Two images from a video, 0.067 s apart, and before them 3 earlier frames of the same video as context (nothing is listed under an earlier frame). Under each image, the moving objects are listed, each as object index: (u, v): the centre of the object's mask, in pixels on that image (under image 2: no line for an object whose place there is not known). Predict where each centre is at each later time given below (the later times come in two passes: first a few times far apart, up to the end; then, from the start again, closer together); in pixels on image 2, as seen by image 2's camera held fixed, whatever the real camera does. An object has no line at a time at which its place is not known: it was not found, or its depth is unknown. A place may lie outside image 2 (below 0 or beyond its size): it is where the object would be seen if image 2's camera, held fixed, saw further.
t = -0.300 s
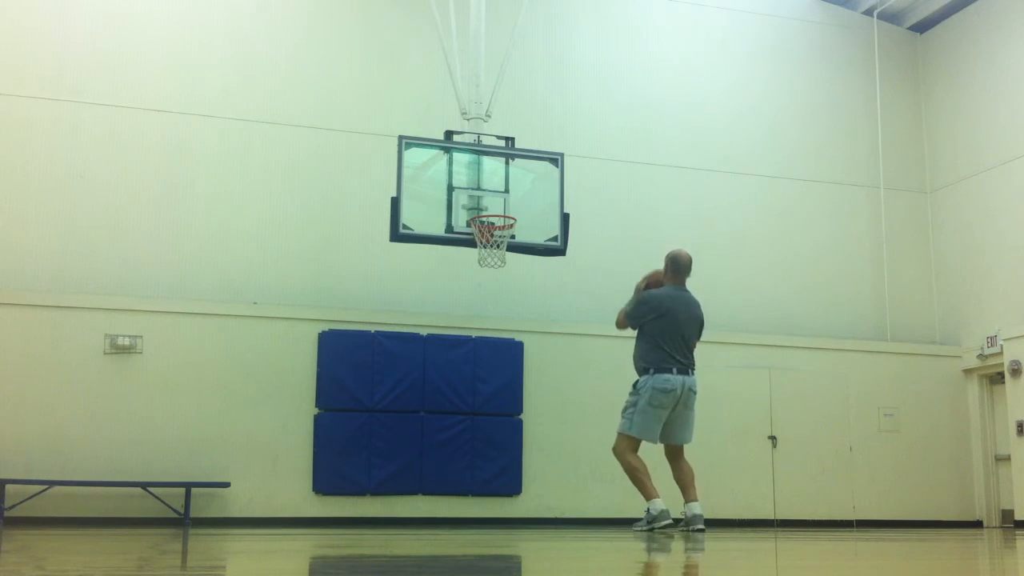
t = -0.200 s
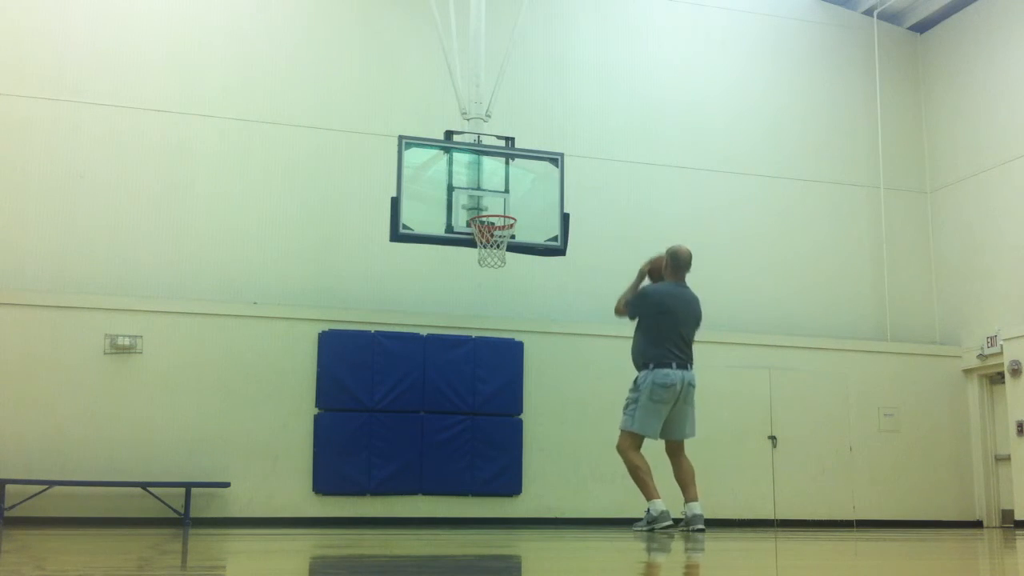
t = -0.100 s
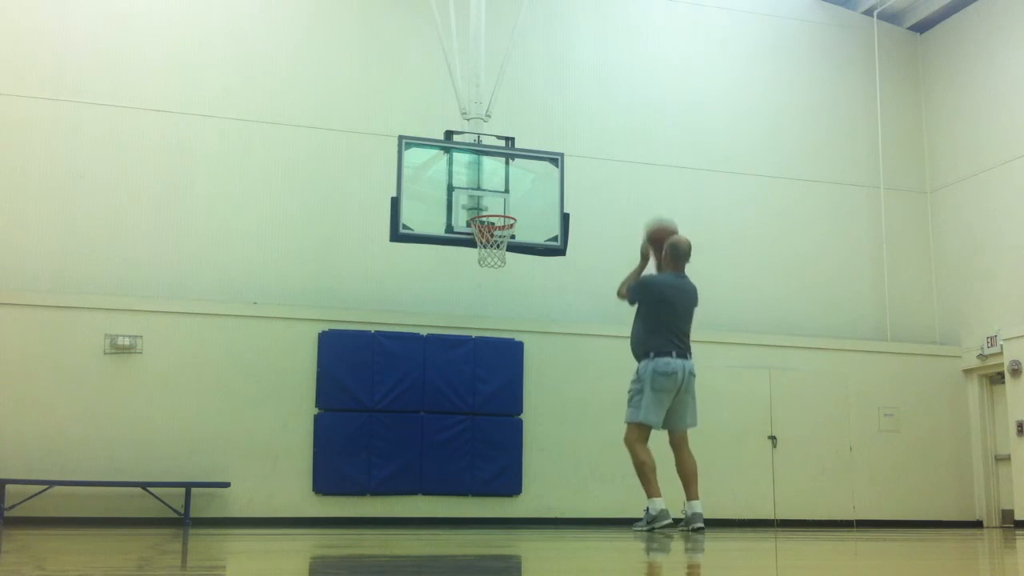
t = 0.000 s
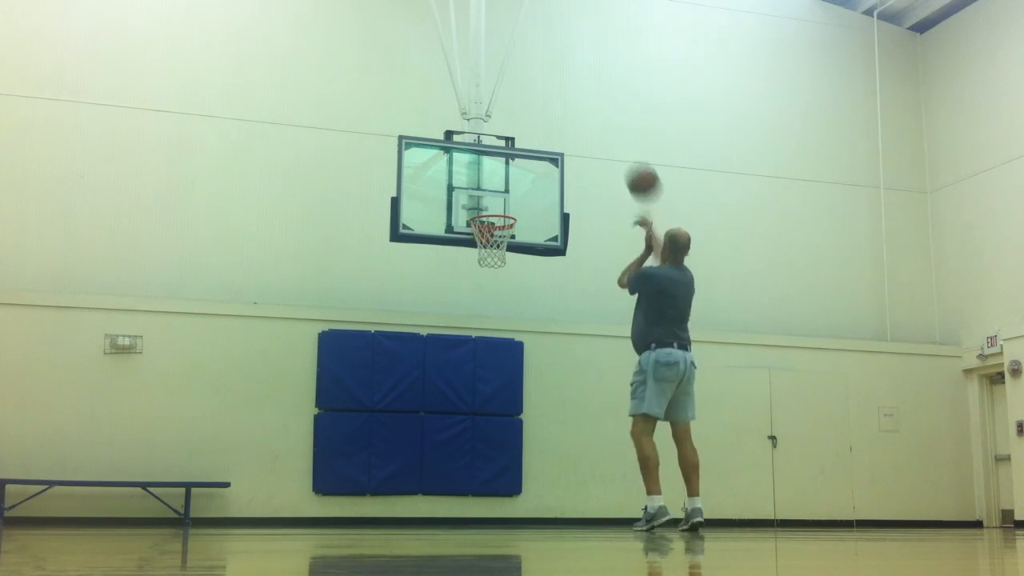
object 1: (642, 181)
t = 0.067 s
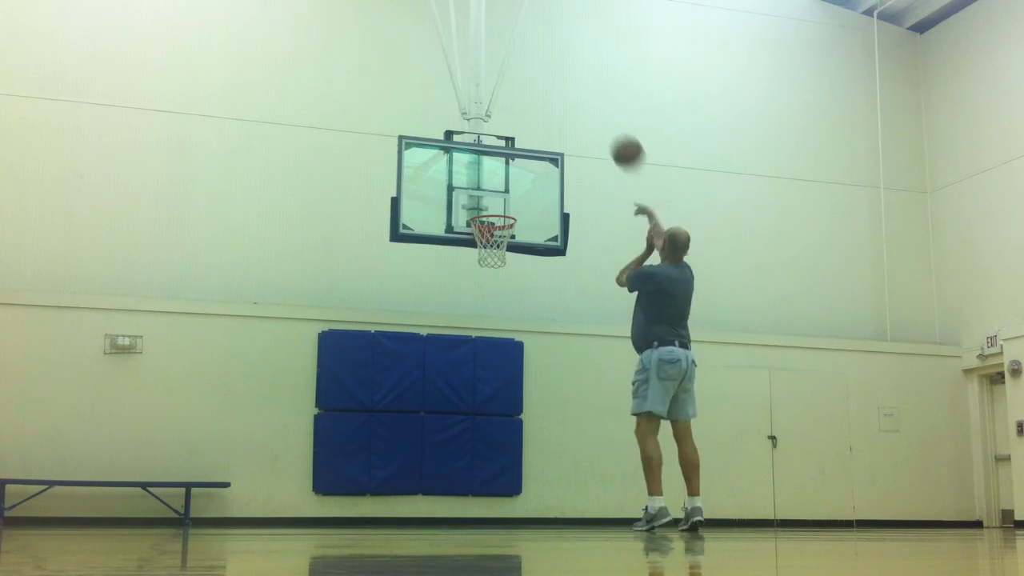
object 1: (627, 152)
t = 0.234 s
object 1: (592, 107)
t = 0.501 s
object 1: (548, 106)
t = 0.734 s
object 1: (517, 160)
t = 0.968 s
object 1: (495, 221)
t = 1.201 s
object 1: (489, 228)
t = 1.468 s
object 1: (501, 263)
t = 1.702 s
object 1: (498, 314)
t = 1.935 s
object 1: (496, 420)
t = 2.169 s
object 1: (491, 476)
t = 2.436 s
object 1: (477, 400)
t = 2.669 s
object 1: (465, 388)
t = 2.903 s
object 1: (451, 425)
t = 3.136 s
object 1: (437, 512)
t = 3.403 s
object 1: (431, 451)
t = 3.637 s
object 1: (425, 449)
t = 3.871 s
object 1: (417, 497)
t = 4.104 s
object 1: (411, 480)
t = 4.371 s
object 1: (404, 480)
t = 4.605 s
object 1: (397, 504)
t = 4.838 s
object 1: (392, 490)
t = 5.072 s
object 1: (386, 509)
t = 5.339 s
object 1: (380, 505)
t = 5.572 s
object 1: (376, 504)
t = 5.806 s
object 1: (371, 510)
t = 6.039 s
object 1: (366, 512)
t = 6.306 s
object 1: (360, 512)
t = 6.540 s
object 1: (355, 514)
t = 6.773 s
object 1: (350, 514)
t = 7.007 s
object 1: (345, 514)
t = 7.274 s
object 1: (340, 515)
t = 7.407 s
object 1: (336, 513)
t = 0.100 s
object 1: (619, 140)
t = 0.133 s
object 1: (612, 129)
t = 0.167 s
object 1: (606, 121)
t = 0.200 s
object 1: (599, 113)
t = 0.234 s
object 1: (592, 107)
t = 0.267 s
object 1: (586, 103)
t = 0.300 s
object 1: (580, 100)
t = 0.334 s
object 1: (574, 98)
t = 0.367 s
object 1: (569, 97)
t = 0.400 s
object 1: (564, 97)
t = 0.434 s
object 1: (558, 99)
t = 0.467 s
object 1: (553, 102)
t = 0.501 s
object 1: (548, 106)
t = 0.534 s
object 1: (543, 111)
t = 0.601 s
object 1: (534, 123)
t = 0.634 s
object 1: (530, 131)
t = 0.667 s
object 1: (526, 139)
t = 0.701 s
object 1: (522, 149)
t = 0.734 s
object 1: (517, 160)
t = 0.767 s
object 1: (513, 171)
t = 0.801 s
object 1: (509, 184)
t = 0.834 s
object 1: (505, 196)
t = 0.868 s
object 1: (502, 206)
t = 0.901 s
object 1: (500, 209)
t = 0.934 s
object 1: (497, 217)
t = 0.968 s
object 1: (495, 221)
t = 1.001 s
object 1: (494, 223)
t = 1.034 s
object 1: (489, 225)
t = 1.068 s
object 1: (488, 222)
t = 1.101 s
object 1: (486, 228)
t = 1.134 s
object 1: (487, 226)
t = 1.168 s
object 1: (488, 228)
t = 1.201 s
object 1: (489, 228)
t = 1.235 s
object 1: (490, 229)
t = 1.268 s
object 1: (491, 249)
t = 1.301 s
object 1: (495, 251)
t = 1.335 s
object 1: (497, 253)
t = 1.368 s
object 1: (499, 255)
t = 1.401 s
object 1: (500, 257)
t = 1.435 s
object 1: (501, 260)
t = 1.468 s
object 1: (501, 263)
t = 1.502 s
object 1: (501, 266)
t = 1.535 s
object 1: (500, 272)
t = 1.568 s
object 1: (499, 278)
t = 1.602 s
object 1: (499, 285)
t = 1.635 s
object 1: (499, 294)
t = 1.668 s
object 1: (499, 303)
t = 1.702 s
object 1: (498, 314)
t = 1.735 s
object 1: (498, 324)
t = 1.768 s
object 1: (497, 338)
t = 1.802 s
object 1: (497, 352)
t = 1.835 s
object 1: (497, 367)
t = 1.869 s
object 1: (497, 384)
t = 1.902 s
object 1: (497, 399)
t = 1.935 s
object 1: (496, 420)
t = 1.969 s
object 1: (496, 439)
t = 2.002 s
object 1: (496, 459)
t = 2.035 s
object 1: (496, 481)
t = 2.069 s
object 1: (495, 506)
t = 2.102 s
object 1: (494, 506)
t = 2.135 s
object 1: (493, 493)
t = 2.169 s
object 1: (491, 476)
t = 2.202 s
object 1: (490, 464)
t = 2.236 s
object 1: (488, 452)
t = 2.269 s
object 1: (486, 439)
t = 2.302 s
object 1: (484, 430)
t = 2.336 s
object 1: (483, 422)
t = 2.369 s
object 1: (481, 413)
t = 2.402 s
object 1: (479, 406)
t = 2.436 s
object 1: (477, 400)
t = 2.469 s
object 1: (475, 396)
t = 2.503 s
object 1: (473, 392)
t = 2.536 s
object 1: (472, 390)
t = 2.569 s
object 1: (470, 387)
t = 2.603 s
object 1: (469, 387)
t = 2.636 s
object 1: (467, 387)
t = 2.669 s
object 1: (465, 388)
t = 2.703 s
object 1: (463, 389)
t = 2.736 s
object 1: (461, 392)
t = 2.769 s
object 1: (459, 397)
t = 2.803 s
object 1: (458, 401)
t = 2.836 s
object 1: (455, 409)
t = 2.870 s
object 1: (453, 417)
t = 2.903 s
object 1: (451, 425)
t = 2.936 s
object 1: (449, 435)
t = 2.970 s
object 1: (447, 446)
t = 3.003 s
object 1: (445, 459)
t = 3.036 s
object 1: (444, 470)
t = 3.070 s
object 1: (441, 484)
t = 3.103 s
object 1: (439, 501)
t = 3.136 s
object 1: (437, 512)
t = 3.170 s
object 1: (436, 504)
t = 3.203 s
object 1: (436, 493)
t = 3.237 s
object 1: (435, 484)
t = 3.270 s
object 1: (435, 475)
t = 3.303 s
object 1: (434, 468)
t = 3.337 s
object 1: (433, 461)
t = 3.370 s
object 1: (432, 456)
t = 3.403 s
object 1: (431, 451)
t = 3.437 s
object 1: (431, 448)
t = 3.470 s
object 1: (430, 446)
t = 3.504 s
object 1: (429, 445)
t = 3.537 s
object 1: (428, 445)
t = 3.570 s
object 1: (427, 444)
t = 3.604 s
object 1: (426, 446)
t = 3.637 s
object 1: (425, 449)
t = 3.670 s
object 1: (424, 452)
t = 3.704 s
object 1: (423, 456)
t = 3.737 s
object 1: (422, 462)
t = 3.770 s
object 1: (420, 470)
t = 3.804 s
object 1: (419, 477)
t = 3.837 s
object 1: (418, 487)
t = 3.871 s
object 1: (417, 497)
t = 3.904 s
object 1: (416, 508)
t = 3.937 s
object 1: (415, 511)
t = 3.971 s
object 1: (414, 504)
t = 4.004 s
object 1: (413, 496)
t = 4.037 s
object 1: (413, 490)
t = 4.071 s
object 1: (412, 484)
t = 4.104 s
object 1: (411, 480)
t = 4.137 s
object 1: (410, 477)
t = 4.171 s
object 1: (409, 474)
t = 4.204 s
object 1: (409, 473)
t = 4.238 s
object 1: (408, 473)
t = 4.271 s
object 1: (407, 473)
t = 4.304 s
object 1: (406, 474)
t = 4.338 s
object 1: (406, 476)
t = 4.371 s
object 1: (404, 480)
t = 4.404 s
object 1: (404, 485)
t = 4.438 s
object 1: (401, 491)
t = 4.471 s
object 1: (400, 498)
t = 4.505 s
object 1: (399, 506)
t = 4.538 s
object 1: (399, 513)
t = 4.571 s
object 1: (398, 510)
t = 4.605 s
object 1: (397, 504)
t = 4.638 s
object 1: (396, 498)
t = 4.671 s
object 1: (396, 495)
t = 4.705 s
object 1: (395, 492)
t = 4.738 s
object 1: (394, 490)
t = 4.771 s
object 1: (394, 489)
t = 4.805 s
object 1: (393, 489)
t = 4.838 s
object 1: (392, 490)
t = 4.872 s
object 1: (391, 492)
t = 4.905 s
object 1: (390, 495)
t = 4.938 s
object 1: (389, 499)
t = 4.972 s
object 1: (388, 505)
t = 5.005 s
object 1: (387, 511)
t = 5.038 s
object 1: (387, 512)
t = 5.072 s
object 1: (386, 509)
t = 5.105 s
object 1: (386, 505)
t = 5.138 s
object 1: (385, 501)
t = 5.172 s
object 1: (385, 499)
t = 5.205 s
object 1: (383, 499)
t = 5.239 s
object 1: (383, 499)
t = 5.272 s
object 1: (382, 499)
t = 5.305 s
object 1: (381, 501)
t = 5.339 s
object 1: (380, 505)
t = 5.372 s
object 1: (380, 509)
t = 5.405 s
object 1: (379, 512)
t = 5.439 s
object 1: (378, 511)
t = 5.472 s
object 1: (378, 509)
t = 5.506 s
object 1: (377, 506)
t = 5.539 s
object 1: (376, 505)
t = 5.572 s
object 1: (376, 504)
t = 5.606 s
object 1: (375, 505)
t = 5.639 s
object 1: (374, 506)
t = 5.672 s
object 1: (373, 508)
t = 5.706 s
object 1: (373, 511)
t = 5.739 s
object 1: (372, 513)
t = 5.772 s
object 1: (371, 512)
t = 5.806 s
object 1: (371, 510)
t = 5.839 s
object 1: (370, 509)
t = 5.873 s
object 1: (369, 508)
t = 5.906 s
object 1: (369, 509)
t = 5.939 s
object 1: (368, 510)
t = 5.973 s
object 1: (367, 513)
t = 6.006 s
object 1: (367, 513)
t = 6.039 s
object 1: (366, 512)
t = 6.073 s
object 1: (365, 511)
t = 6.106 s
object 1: (364, 511)
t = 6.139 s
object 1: (363, 511)
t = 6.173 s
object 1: (362, 513)
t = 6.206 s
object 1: (362, 514)
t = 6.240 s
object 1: (361, 513)
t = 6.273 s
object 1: (360, 512)
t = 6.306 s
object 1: (360, 512)
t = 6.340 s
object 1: (359, 513)
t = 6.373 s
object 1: (358, 513)
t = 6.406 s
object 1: (358, 513)
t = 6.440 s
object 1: (357, 513)
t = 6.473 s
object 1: (356, 514)
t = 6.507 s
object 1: (356, 514)
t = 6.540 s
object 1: (355, 514)
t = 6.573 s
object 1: (354, 514)
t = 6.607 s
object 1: (354, 514)
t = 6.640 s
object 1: (353, 514)
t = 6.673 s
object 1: (352, 514)
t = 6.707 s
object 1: (352, 514)
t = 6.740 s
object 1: (351, 514)
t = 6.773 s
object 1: (350, 514)
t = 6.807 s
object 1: (349, 515)
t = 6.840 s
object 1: (349, 515)
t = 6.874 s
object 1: (348, 514)
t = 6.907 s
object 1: (347, 515)
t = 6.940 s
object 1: (347, 515)
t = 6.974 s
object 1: (346, 515)
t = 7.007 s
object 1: (345, 514)
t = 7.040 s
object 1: (345, 515)
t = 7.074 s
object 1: (344, 514)
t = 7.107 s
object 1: (343, 515)
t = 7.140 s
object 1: (342, 515)
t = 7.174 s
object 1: (342, 515)
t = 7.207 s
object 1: (341, 515)
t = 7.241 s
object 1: (341, 515)
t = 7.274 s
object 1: (340, 515)
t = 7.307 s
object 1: (339, 515)
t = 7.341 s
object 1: (339, 515)
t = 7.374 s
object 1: (337, 514)
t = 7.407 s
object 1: (336, 513)
